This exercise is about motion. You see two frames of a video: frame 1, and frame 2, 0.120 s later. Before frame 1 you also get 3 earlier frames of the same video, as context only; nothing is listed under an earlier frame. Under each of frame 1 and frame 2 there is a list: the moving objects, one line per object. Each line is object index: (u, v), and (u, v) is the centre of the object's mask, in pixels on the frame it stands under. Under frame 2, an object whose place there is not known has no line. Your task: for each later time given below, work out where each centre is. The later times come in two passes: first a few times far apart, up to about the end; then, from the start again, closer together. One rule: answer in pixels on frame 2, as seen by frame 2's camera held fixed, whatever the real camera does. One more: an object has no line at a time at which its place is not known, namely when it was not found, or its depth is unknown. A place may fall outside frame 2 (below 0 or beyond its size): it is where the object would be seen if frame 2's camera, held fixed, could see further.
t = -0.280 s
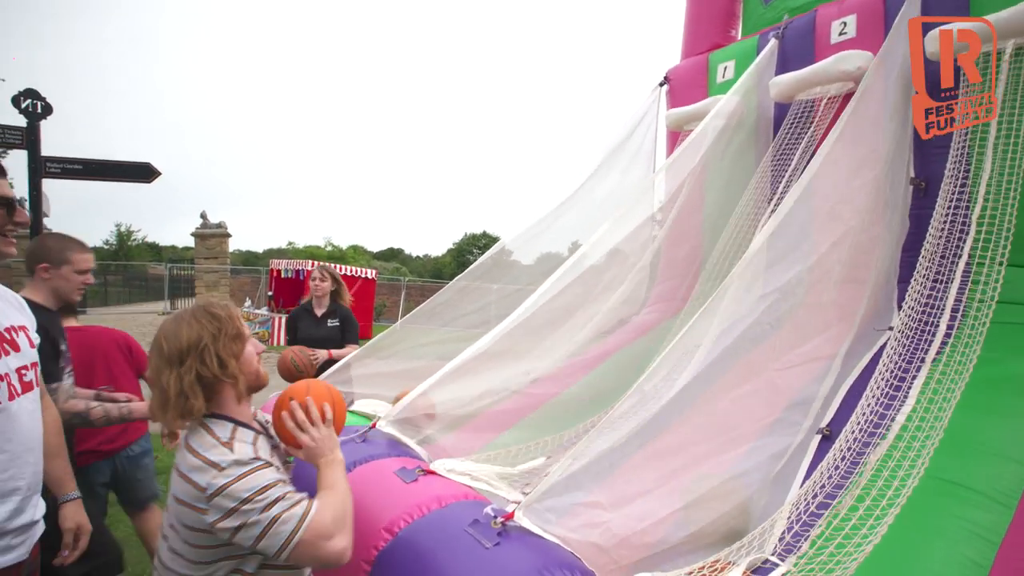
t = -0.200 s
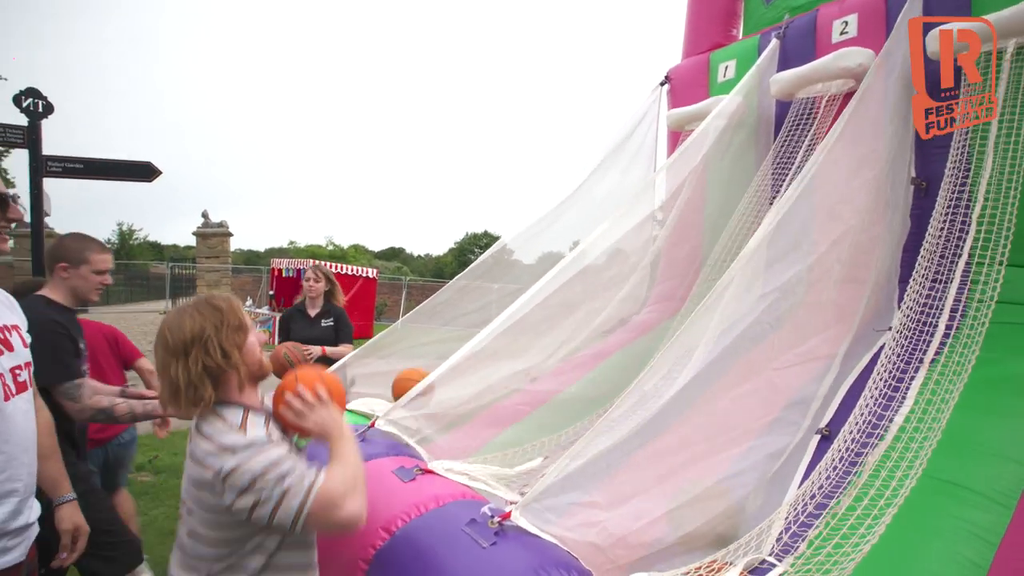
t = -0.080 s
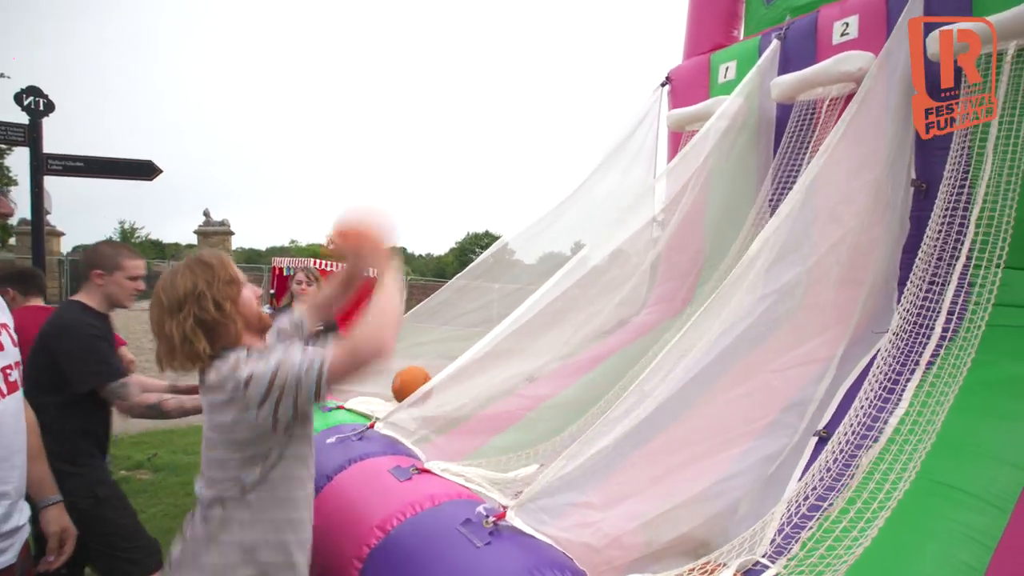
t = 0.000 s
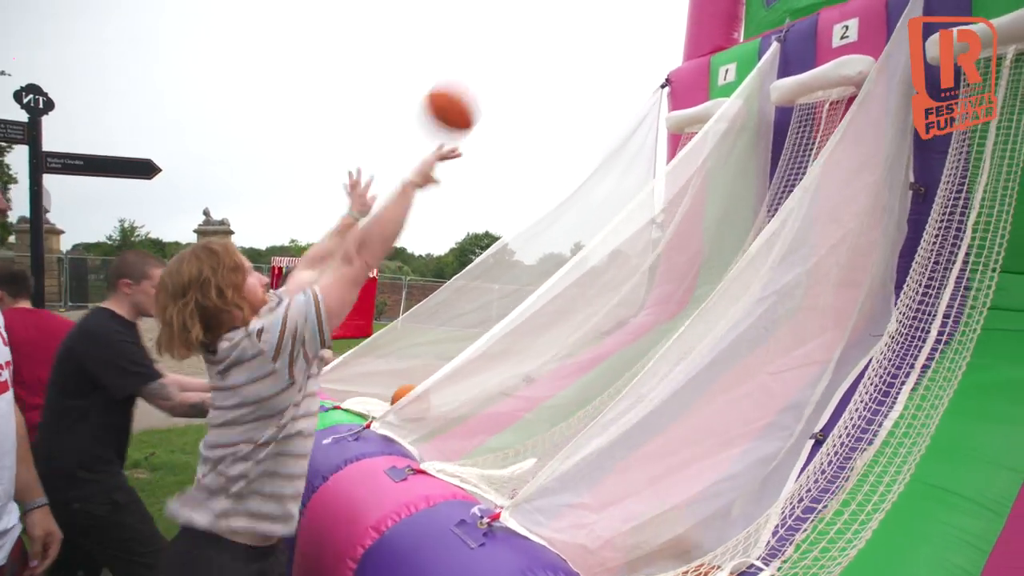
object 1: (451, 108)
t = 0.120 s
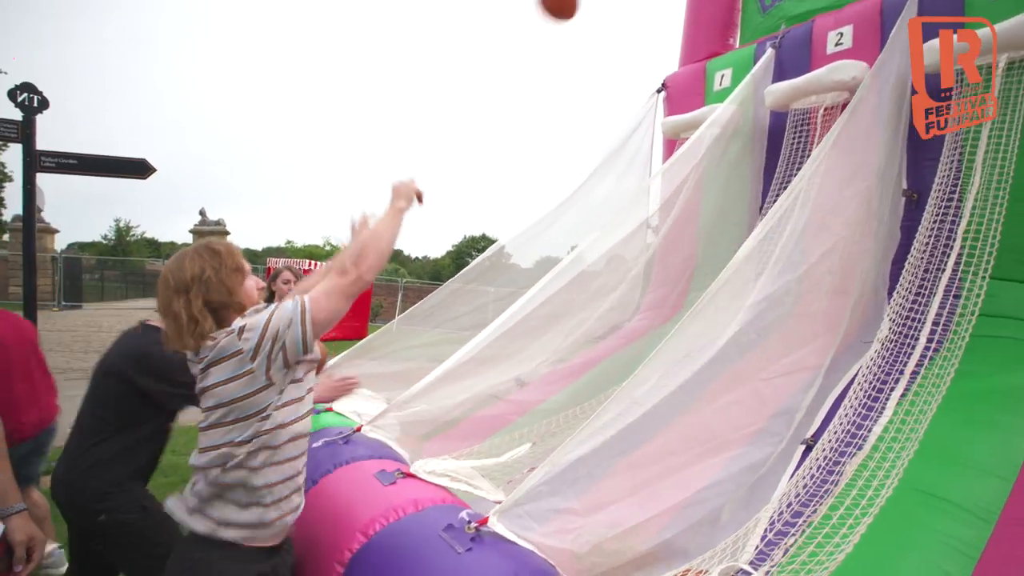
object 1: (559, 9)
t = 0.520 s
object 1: (776, -28)
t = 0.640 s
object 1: (819, 8)
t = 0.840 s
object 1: (852, 53)
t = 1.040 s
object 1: (844, 47)
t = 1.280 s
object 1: (834, 126)
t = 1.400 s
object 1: (807, 188)
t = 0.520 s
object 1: (776, -28)
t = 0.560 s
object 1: (791, -23)
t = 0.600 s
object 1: (806, -8)
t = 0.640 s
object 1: (819, 8)
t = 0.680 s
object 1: (831, 26)
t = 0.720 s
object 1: (847, 48)
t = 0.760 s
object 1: (854, 54)
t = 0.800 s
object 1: (853, 55)
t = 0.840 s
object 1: (852, 53)
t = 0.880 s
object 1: (850, 50)
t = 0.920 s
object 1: (848, 48)
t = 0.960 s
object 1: (846, 46)
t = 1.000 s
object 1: (845, 45)
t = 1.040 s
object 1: (844, 47)
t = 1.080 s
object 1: (844, 53)
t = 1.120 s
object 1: (843, 62)
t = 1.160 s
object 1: (843, 75)
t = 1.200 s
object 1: (841, 90)
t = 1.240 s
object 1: (839, 107)
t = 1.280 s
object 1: (834, 126)
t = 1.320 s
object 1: (826, 147)
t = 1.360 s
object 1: (817, 168)
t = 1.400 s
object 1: (807, 188)
